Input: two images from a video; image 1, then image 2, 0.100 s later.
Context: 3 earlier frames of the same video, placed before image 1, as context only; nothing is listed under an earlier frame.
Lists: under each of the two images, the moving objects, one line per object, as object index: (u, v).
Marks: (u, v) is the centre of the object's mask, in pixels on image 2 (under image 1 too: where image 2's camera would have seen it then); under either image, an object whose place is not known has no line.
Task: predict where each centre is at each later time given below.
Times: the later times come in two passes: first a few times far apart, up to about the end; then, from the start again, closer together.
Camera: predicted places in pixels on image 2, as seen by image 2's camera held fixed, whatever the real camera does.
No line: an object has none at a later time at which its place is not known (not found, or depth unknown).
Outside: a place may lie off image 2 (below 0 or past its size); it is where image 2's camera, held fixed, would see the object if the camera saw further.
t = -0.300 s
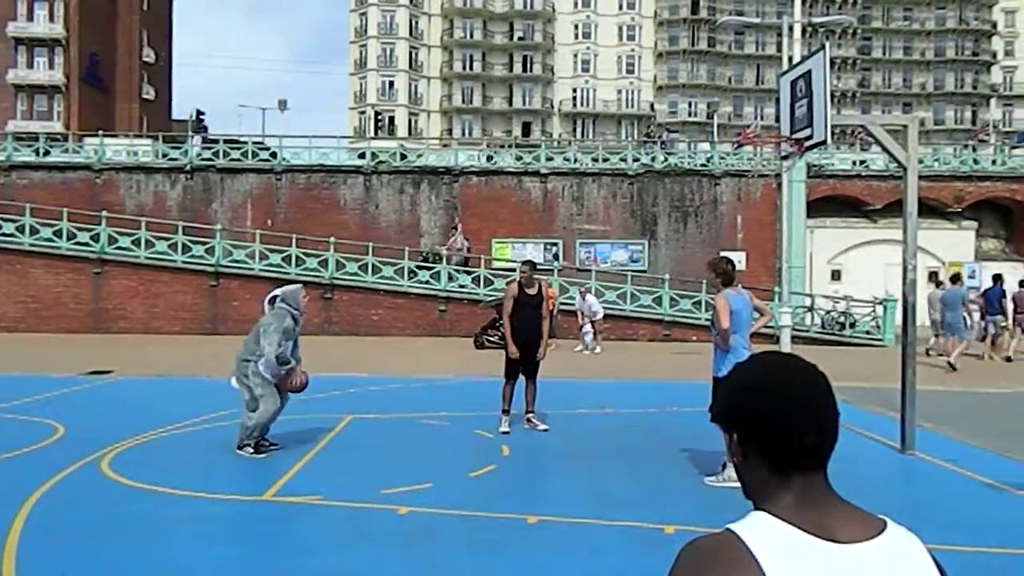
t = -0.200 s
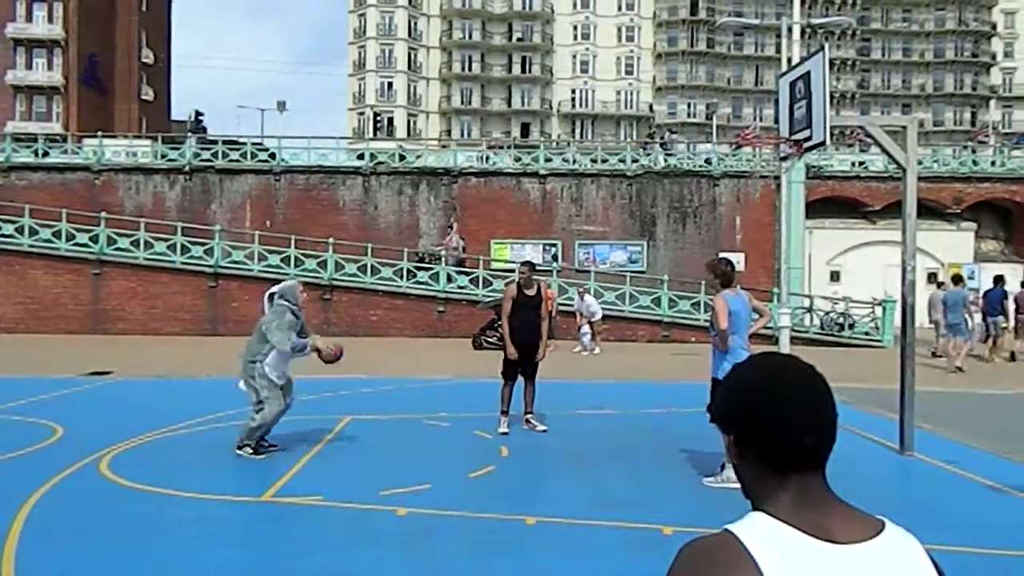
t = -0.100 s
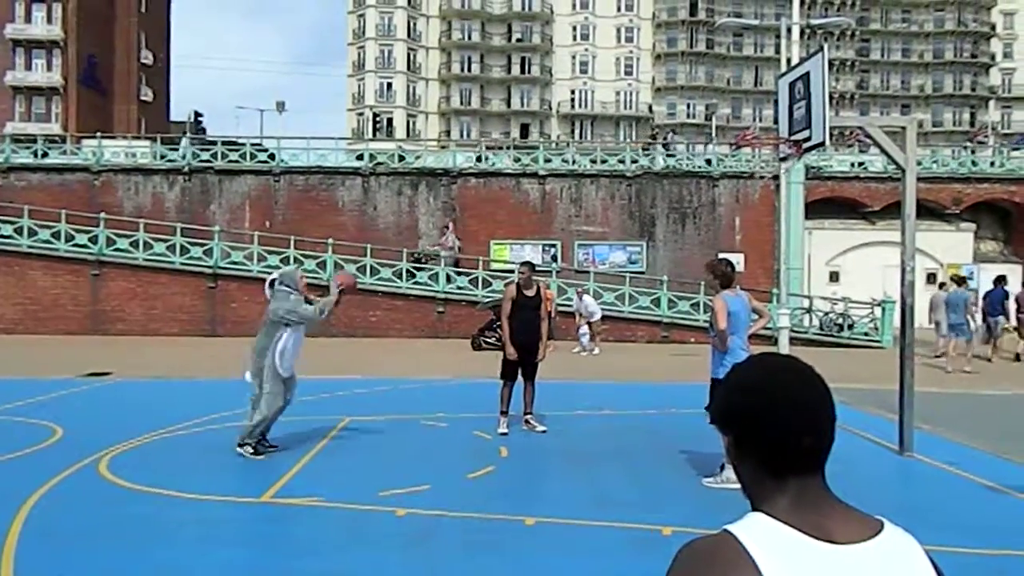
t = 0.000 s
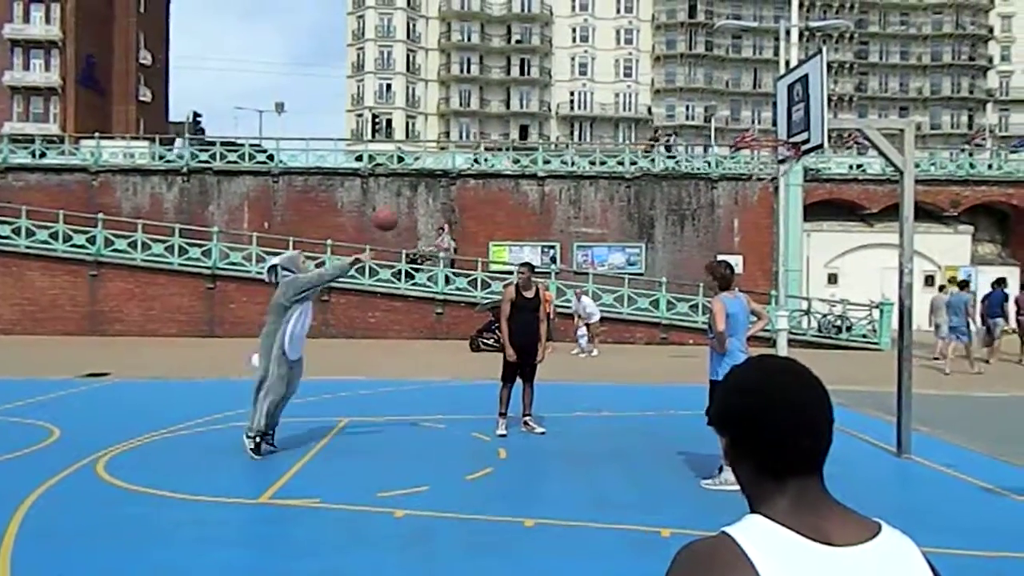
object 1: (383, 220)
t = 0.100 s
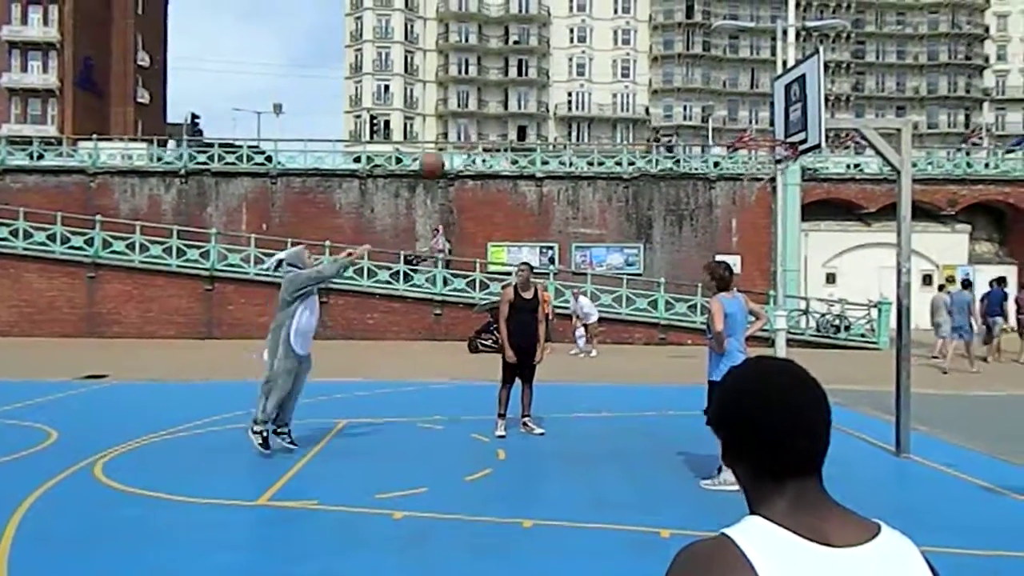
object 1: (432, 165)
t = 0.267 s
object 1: (507, 96)
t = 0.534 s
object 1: (618, 43)
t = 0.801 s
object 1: (724, 56)
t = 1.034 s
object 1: (758, 122)
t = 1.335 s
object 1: (771, 114)
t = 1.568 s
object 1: (798, 154)
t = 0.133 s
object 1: (447, 149)
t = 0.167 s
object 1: (462, 133)
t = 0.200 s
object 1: (477, 120)
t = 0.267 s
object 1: (507, 96)
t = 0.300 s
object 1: (521, 85)
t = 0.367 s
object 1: (551, 68)
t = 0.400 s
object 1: (564, 60)
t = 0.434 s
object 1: (578, 55)
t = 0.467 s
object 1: (591, 50)
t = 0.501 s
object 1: (605, 46)
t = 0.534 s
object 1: (618, 43)
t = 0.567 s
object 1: (632, 41)
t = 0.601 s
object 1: (645, 41)
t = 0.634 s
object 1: (658, 41)
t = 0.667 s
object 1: (671, 41)
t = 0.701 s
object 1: (685, 43)
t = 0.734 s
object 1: (698, 48)
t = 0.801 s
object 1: (724, 56)
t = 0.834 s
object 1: (738, 62)
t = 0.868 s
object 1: (751, 70)
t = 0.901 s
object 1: (763, 77)
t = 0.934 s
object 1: (776, 88)
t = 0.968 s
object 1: (777, 99)
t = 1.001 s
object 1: (766, 109)
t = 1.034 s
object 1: (758, 122)
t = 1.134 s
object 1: (750, 129)
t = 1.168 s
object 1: (753, 123)
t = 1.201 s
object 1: (757, 119)
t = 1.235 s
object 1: (760, 116)
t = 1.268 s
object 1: (763, 115)
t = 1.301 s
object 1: (768, 114)
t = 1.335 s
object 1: (771, 114)
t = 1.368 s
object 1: (776, 116)
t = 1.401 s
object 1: (778, 118)
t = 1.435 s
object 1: (781, 123)
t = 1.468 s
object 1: (788, 128)
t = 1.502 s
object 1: (791, 135)
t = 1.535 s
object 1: (794, 145)
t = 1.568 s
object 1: (798, 154)
